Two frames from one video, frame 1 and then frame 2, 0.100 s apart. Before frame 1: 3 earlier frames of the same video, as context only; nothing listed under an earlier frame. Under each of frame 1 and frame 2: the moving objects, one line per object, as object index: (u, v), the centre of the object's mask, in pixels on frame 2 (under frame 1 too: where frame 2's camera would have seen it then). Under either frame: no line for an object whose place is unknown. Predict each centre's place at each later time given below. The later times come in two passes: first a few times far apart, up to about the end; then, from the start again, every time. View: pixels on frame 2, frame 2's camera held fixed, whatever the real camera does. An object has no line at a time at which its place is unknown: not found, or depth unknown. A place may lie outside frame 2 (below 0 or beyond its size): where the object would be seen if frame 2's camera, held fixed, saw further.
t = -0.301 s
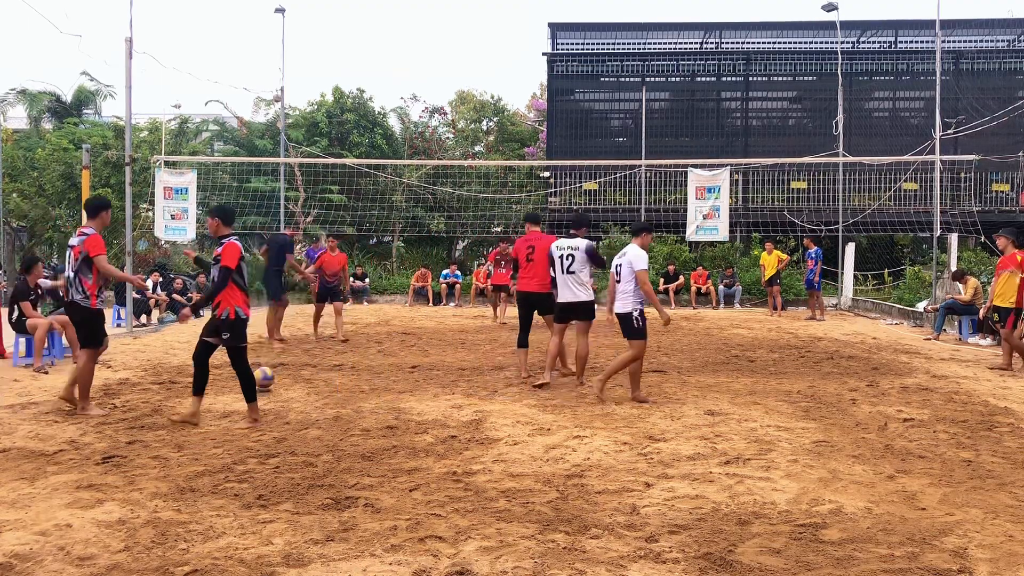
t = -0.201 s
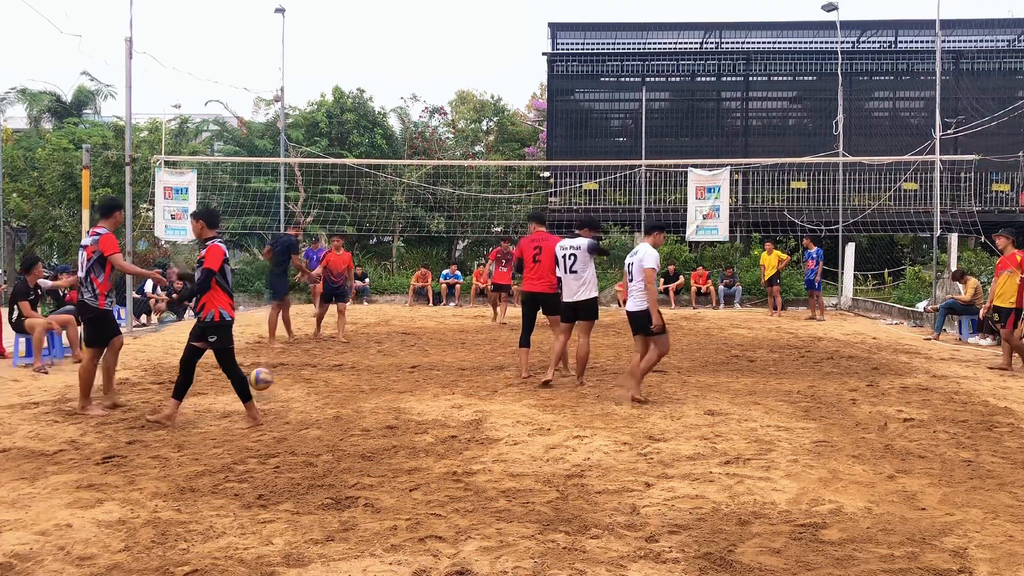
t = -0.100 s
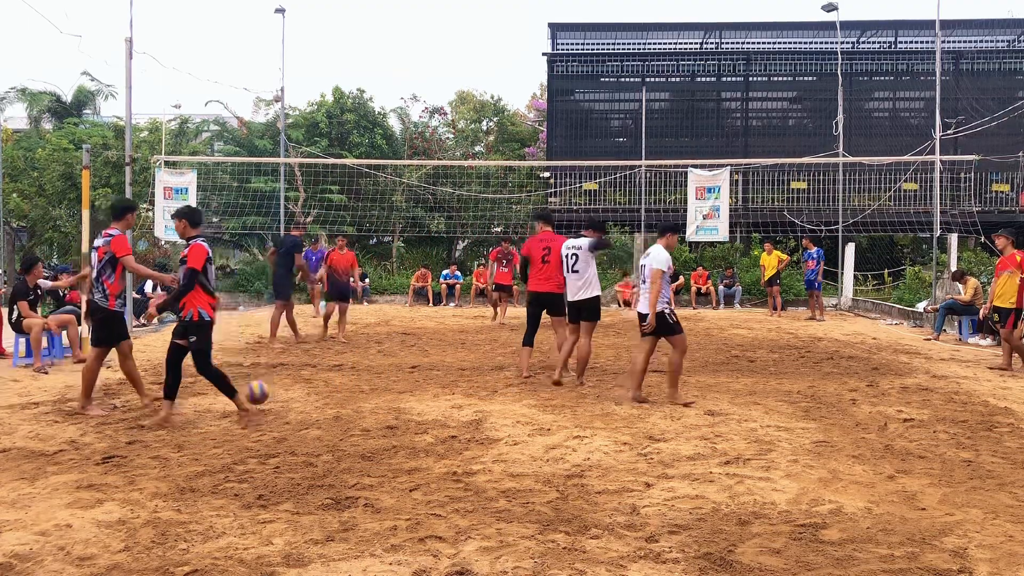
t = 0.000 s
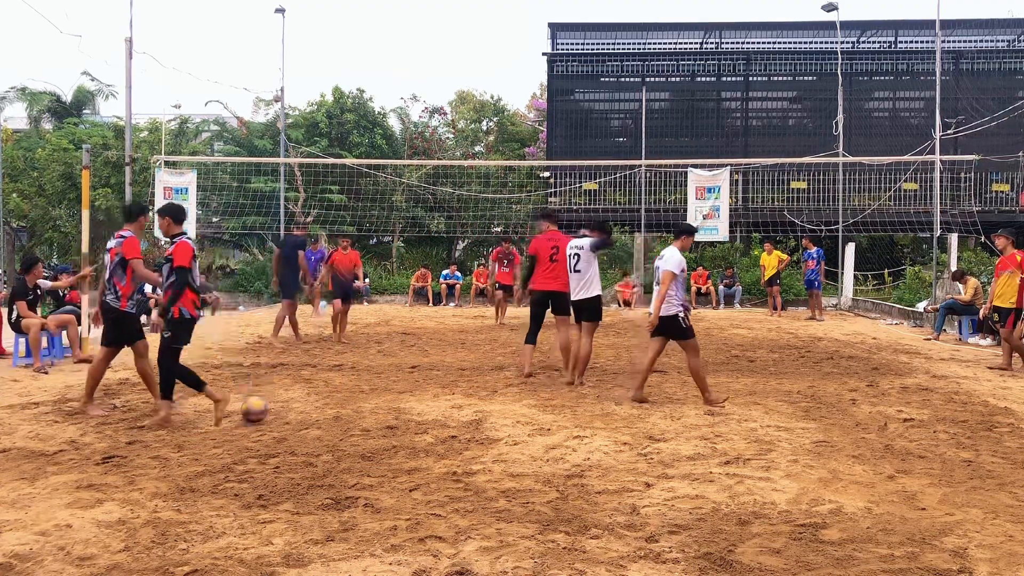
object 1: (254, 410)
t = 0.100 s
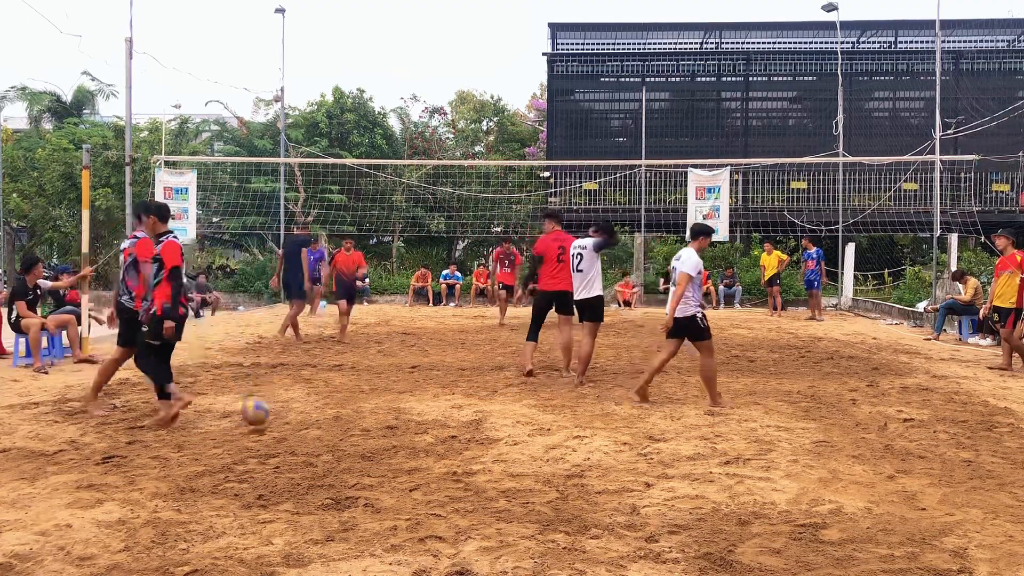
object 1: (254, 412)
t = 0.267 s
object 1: (257, 428)
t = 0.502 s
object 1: (259, 461)
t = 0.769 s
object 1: (267, 488)
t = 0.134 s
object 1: (256, 417)
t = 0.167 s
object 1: (256, 421)
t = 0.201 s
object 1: (255, 428)
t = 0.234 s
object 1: (256, 429)
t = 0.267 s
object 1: (257, 428)
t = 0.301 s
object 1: (256, 430)
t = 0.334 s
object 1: (257, 433)
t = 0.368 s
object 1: (257, 438)
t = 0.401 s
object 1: (258, 446)
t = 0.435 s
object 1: (258, 454)
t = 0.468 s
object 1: (257, 456)
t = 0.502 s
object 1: (259, 461)
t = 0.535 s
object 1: (259, 466)
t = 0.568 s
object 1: (259, 472)
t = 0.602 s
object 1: (260, 473)
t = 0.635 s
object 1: (261, 473)
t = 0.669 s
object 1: (263, 473)
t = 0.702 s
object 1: (264, 476)
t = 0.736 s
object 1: (267, 481)
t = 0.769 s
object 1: (267, 488)
